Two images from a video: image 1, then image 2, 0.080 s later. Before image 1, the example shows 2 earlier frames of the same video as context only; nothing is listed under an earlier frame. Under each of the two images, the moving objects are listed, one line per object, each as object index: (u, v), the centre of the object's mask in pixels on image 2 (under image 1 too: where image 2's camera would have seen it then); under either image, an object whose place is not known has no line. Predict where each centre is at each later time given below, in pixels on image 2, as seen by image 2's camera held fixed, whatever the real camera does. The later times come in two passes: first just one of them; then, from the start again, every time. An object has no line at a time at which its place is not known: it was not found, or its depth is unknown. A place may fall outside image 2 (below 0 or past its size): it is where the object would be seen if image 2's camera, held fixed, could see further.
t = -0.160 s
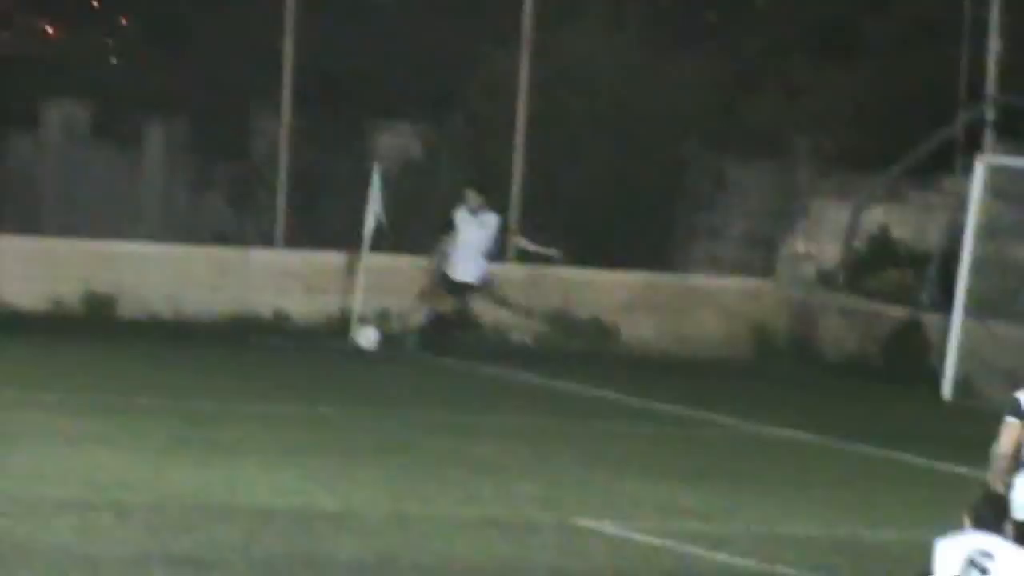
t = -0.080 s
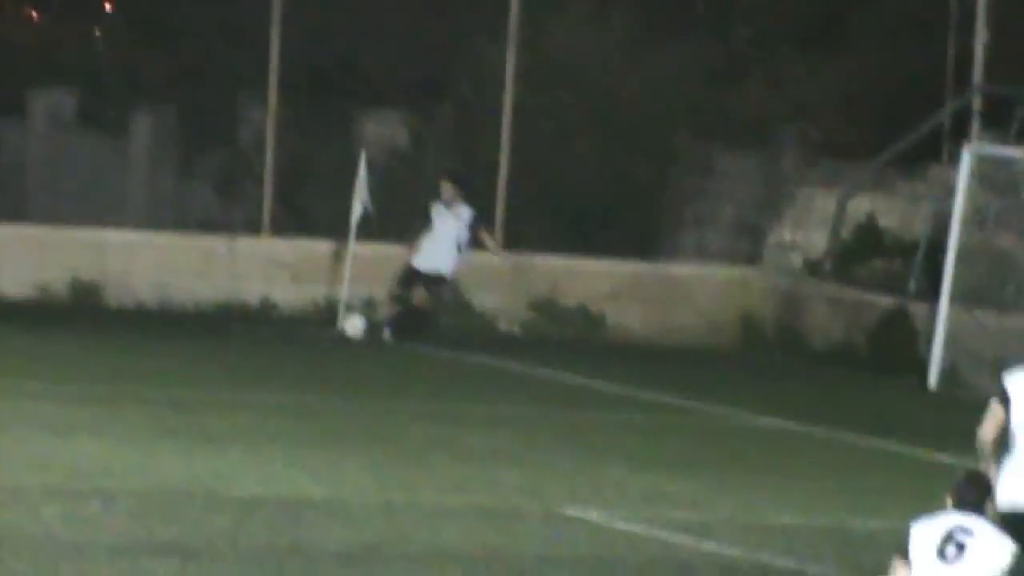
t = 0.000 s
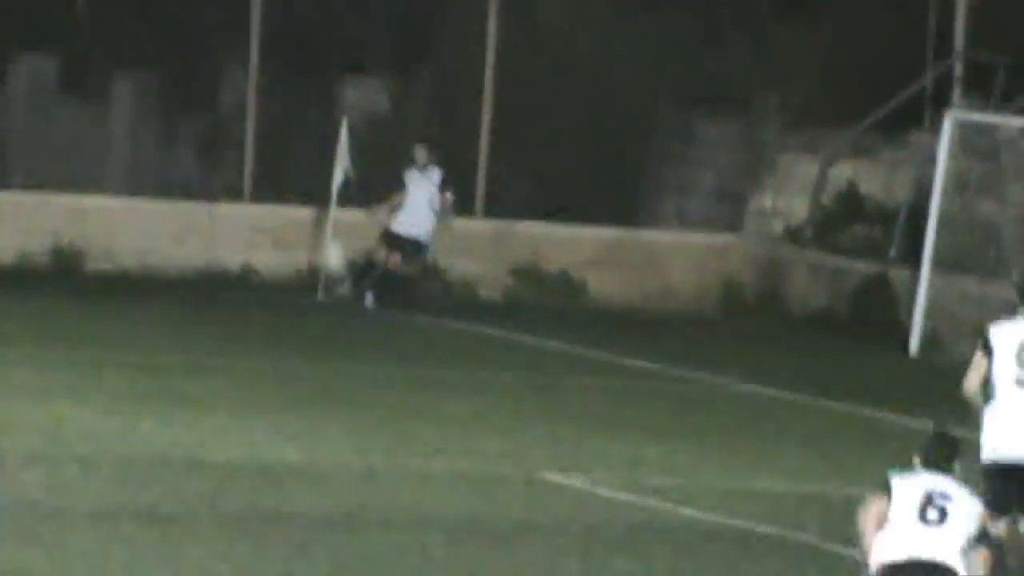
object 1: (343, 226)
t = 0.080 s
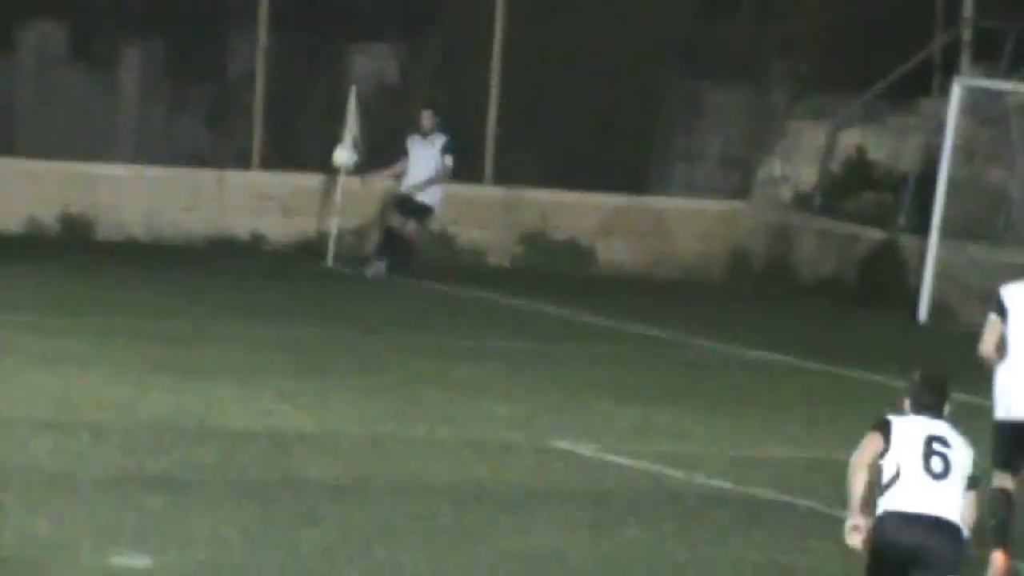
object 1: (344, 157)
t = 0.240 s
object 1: (365, 37)
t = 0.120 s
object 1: (345, 124)
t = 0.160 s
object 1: (351, 94)
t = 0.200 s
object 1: (357, 64)
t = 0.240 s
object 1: (365, 37)
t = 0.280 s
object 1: (375, 16)
